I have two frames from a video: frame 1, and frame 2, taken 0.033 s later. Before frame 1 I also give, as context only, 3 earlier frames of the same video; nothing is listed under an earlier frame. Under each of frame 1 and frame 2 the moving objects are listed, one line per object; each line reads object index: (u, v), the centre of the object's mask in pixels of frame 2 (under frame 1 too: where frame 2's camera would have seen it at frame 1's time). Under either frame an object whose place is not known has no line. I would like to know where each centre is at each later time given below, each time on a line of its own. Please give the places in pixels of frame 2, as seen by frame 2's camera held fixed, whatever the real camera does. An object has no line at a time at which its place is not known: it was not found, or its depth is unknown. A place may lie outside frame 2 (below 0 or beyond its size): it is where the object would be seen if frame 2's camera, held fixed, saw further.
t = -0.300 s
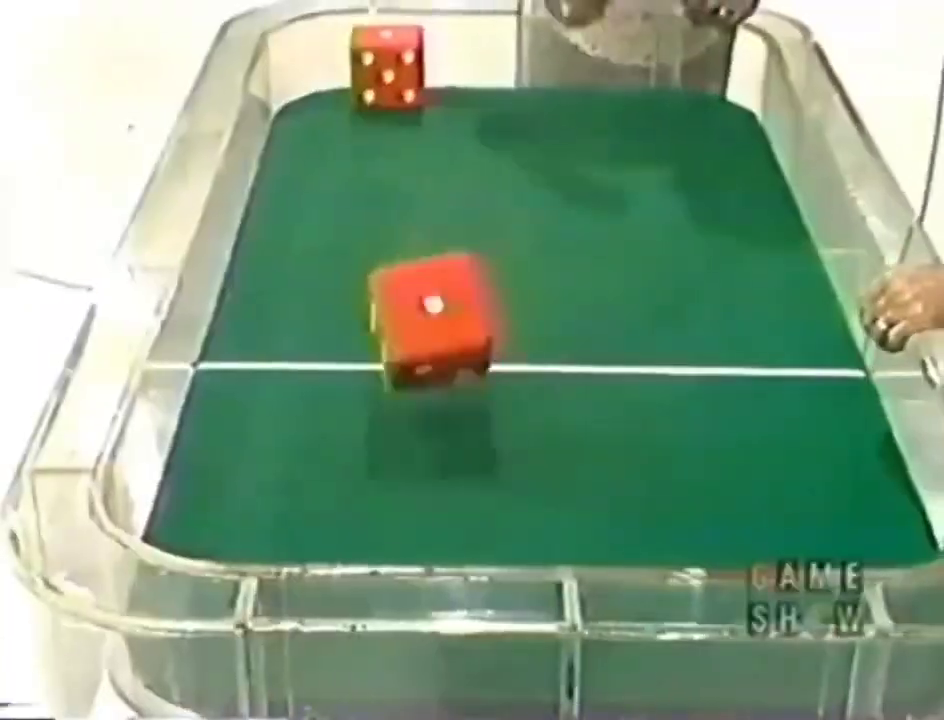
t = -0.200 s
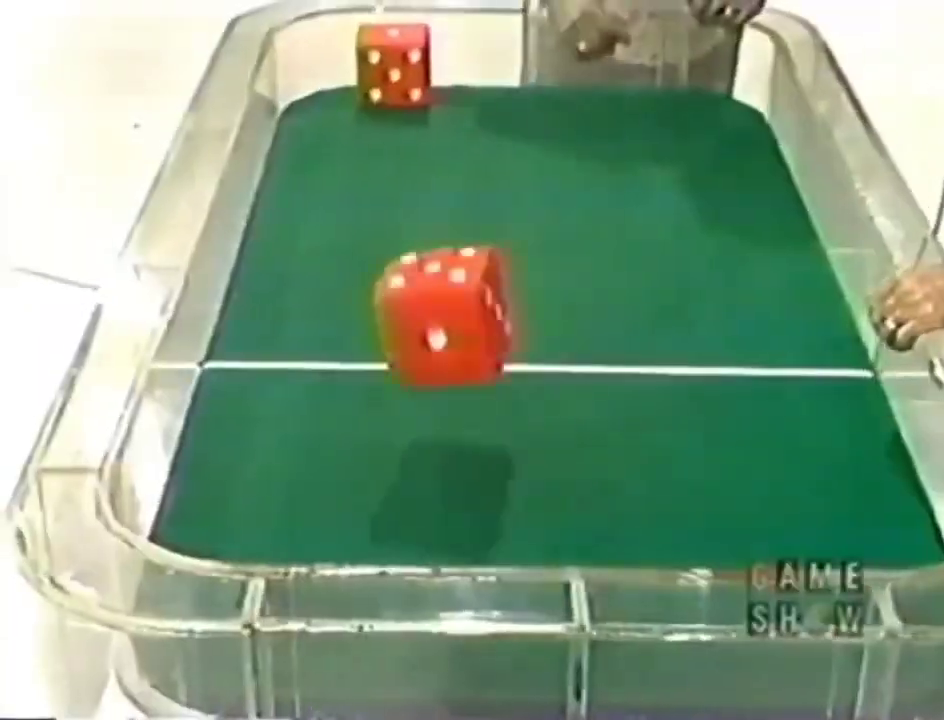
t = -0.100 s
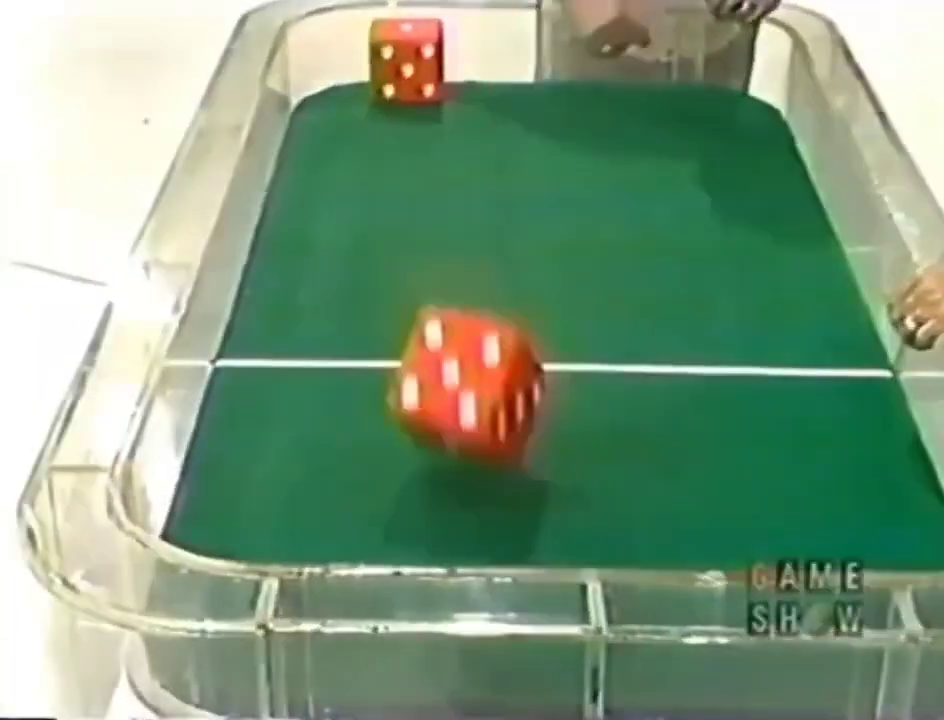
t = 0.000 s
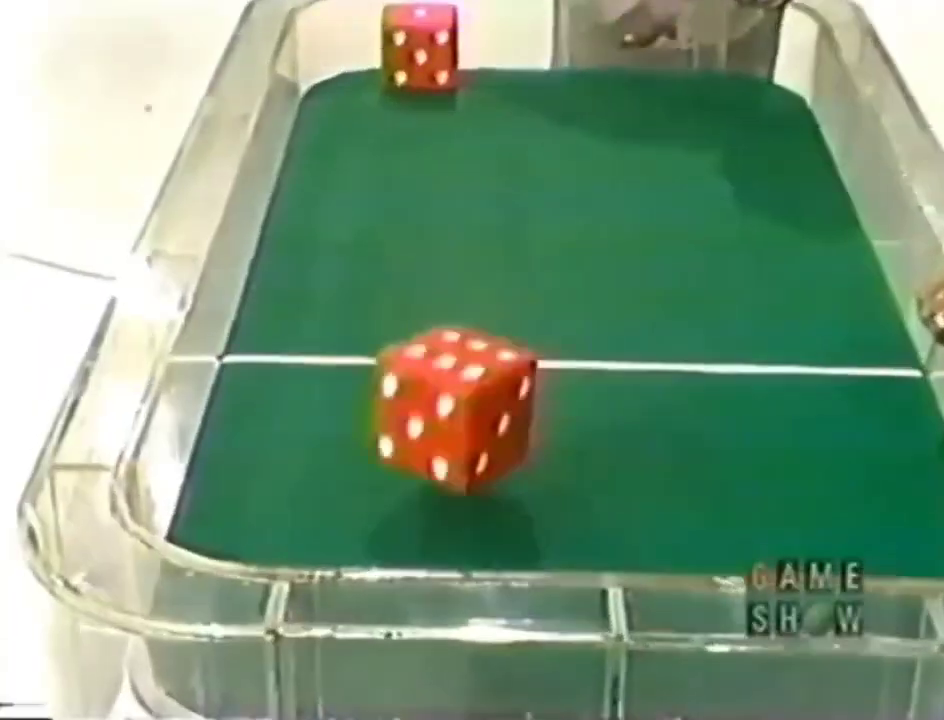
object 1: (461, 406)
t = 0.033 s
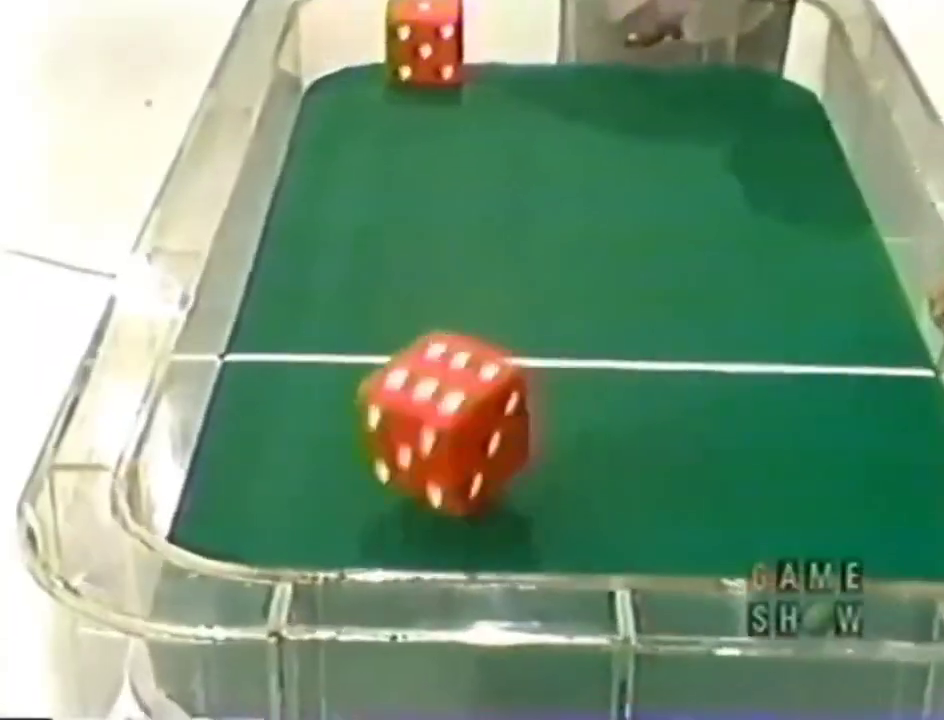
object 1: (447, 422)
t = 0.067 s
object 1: (435, 446)
